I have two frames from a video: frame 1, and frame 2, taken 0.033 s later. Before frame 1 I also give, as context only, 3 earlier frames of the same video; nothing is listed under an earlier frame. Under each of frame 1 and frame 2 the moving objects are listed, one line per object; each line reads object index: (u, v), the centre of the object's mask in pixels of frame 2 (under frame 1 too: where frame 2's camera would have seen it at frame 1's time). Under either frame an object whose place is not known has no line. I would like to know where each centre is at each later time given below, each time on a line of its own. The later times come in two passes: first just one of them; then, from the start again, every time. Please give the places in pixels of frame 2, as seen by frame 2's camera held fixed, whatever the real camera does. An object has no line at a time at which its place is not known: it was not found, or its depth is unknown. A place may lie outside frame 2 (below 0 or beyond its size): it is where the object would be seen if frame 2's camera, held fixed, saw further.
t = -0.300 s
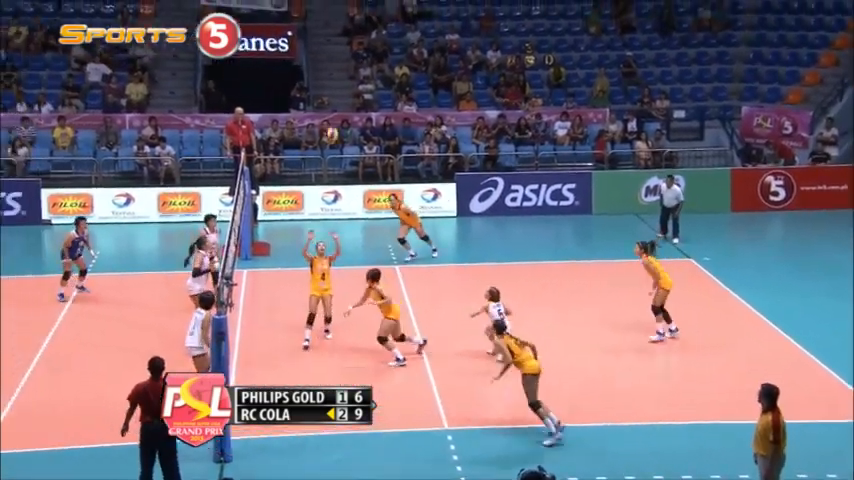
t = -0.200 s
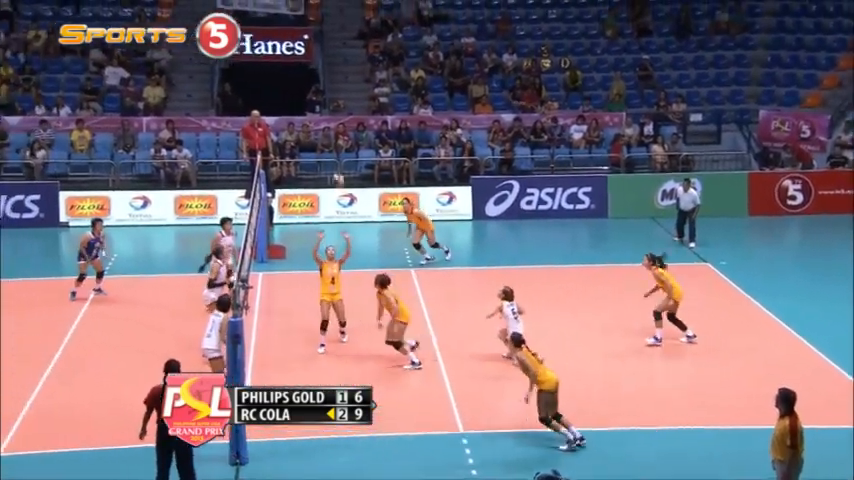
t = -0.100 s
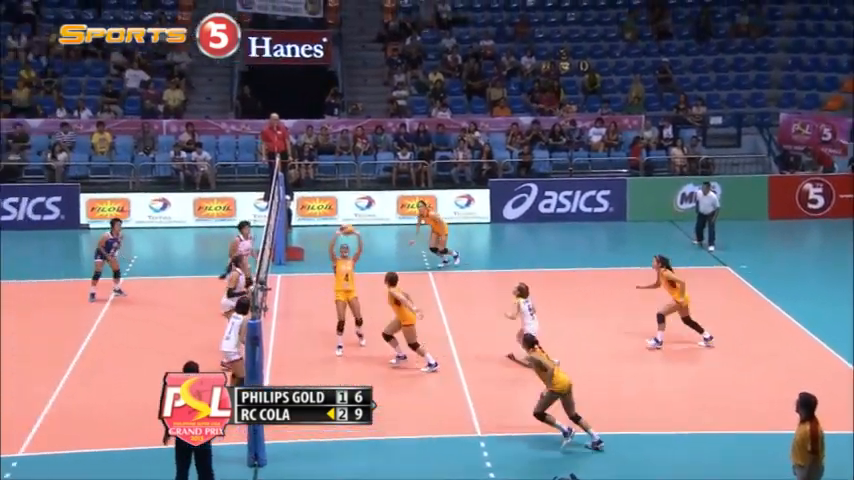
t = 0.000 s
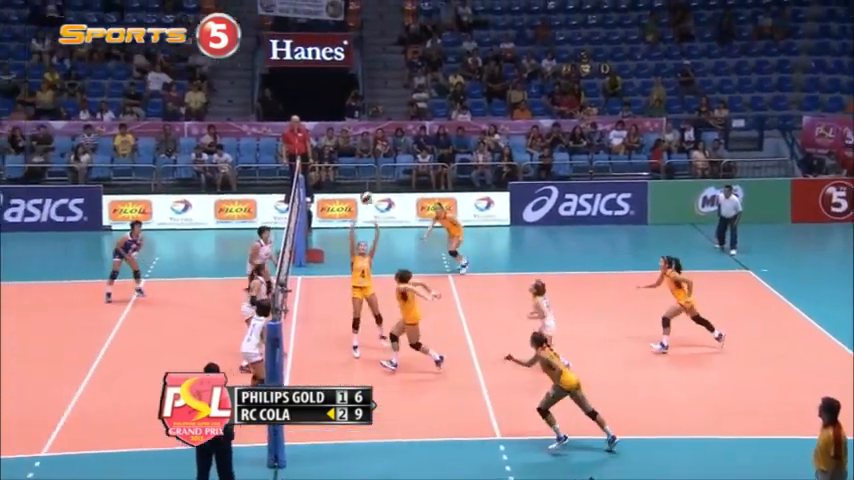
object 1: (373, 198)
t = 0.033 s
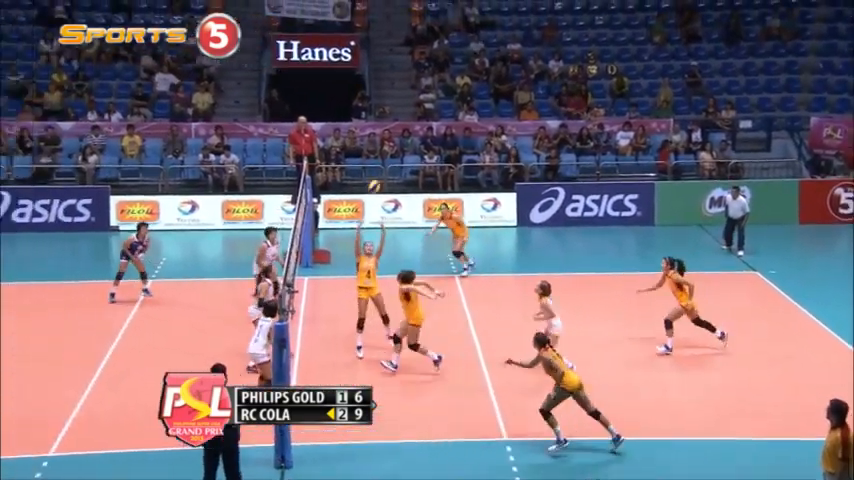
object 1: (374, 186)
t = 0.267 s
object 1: (375, 117)
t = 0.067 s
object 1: (374, 174)
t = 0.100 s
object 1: (374, 163)
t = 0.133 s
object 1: (373, 152)
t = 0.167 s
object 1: (373, 143)
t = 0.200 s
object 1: (374, 134)
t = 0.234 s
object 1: (374, 125)
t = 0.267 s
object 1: (375, 117)
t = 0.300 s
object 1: (375, 112)
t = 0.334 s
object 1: (374, 104)
